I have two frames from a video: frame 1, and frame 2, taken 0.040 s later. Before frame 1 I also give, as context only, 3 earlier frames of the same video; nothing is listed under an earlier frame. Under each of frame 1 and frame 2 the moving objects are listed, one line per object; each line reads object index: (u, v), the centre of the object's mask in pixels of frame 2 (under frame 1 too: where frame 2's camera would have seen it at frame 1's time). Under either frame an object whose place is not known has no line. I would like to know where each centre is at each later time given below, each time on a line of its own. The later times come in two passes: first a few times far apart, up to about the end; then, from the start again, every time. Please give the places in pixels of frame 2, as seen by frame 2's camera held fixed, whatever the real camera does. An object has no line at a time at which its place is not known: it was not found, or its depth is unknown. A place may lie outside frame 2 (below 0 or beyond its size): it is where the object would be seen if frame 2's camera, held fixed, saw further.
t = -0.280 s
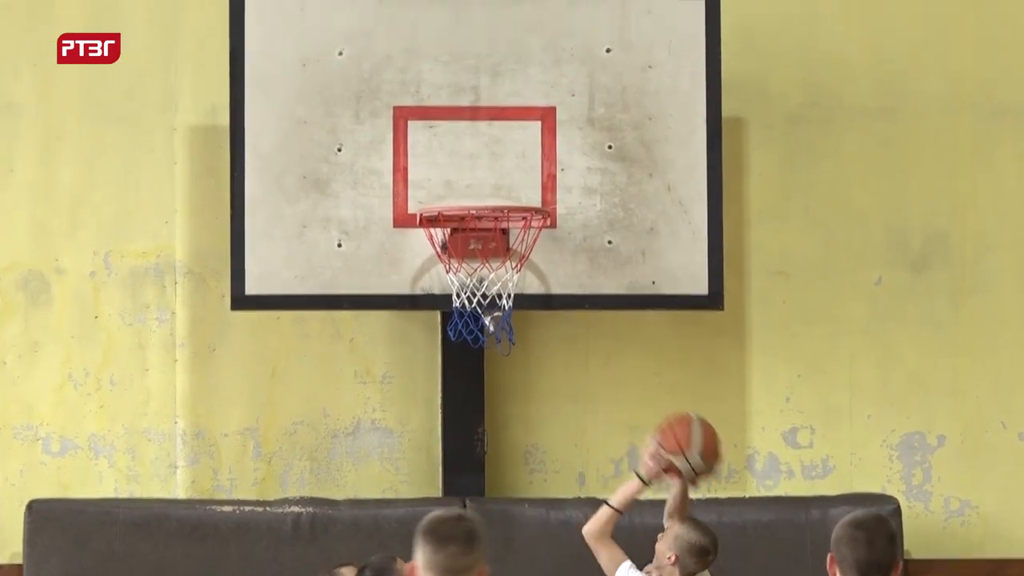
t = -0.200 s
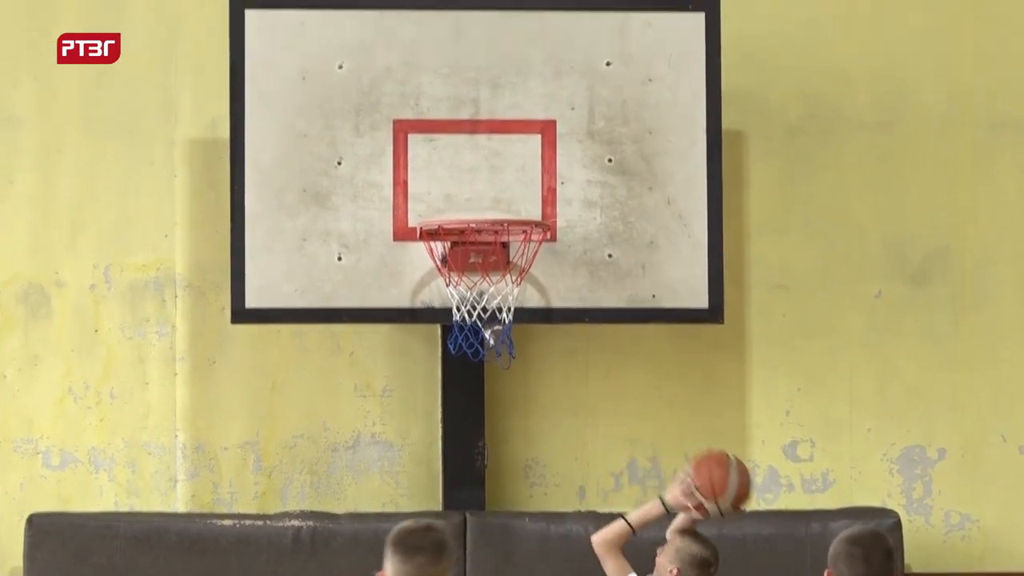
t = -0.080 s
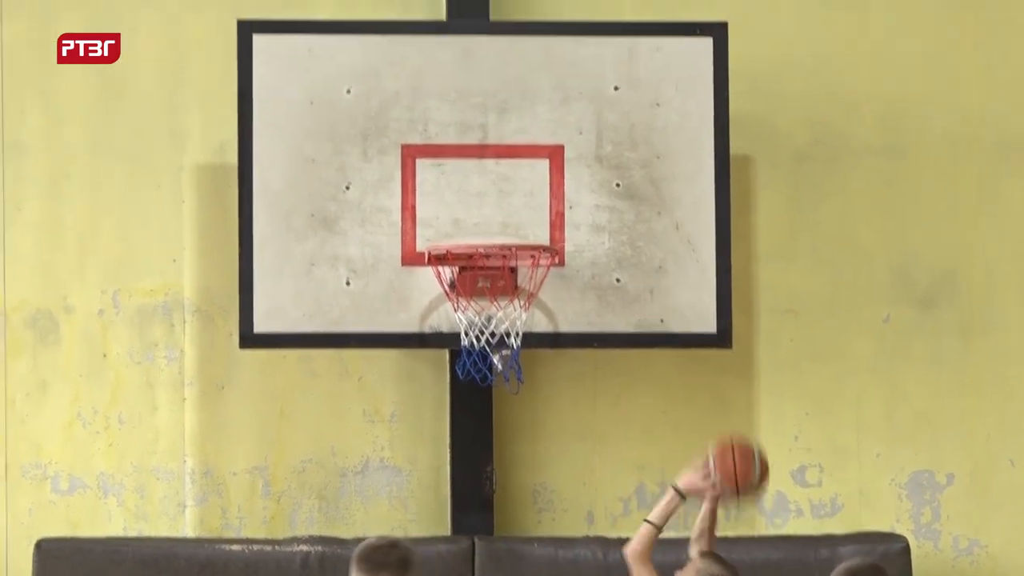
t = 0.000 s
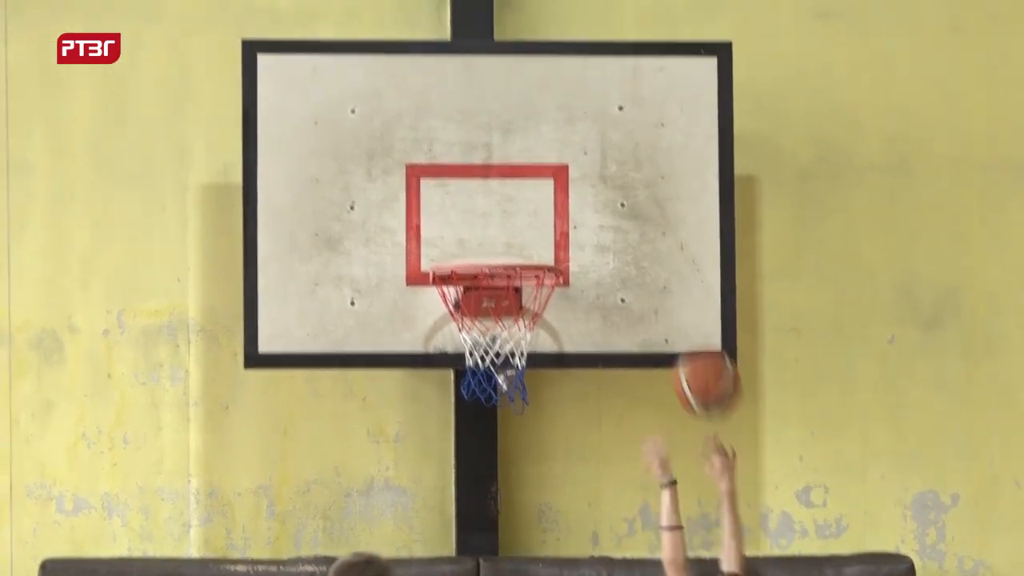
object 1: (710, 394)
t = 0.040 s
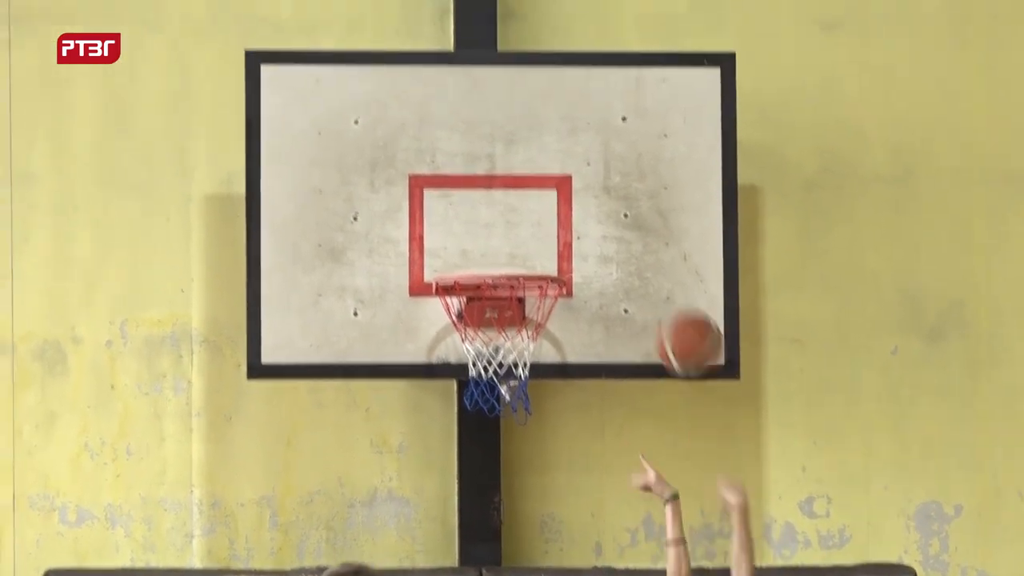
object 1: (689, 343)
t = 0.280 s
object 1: (583, 148)
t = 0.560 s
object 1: (513, 167)
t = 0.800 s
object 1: (462, 231)
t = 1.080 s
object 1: (409, 346)
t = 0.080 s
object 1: (669, 296)
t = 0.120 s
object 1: (649, 256)
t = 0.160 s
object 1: (630, 220)
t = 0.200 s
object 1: (611, 189)
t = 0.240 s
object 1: (592, 163)
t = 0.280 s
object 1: (583, 148)
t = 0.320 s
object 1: (572, 137)
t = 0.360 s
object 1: (563, 132)
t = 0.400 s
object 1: (553, 130)
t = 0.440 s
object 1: (543, 133)
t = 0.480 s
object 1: (534, 140)
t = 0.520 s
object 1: (523, 151)
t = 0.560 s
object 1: (513, 167)
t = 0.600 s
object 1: (503, 187)
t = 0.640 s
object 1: (493, 211)
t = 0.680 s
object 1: (484, 241)
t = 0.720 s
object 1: (477, 238)
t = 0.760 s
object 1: (469, 233)
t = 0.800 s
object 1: (462, 231)
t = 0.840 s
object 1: (454, 234)
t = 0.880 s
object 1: (447, 241)
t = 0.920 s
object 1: (440, 253)
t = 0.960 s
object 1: (432, 268)
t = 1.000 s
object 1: (426, 289)
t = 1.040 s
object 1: (417, 316)
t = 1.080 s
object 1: (409, 346)
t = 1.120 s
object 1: (402, 380)
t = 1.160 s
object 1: (394, 422)
